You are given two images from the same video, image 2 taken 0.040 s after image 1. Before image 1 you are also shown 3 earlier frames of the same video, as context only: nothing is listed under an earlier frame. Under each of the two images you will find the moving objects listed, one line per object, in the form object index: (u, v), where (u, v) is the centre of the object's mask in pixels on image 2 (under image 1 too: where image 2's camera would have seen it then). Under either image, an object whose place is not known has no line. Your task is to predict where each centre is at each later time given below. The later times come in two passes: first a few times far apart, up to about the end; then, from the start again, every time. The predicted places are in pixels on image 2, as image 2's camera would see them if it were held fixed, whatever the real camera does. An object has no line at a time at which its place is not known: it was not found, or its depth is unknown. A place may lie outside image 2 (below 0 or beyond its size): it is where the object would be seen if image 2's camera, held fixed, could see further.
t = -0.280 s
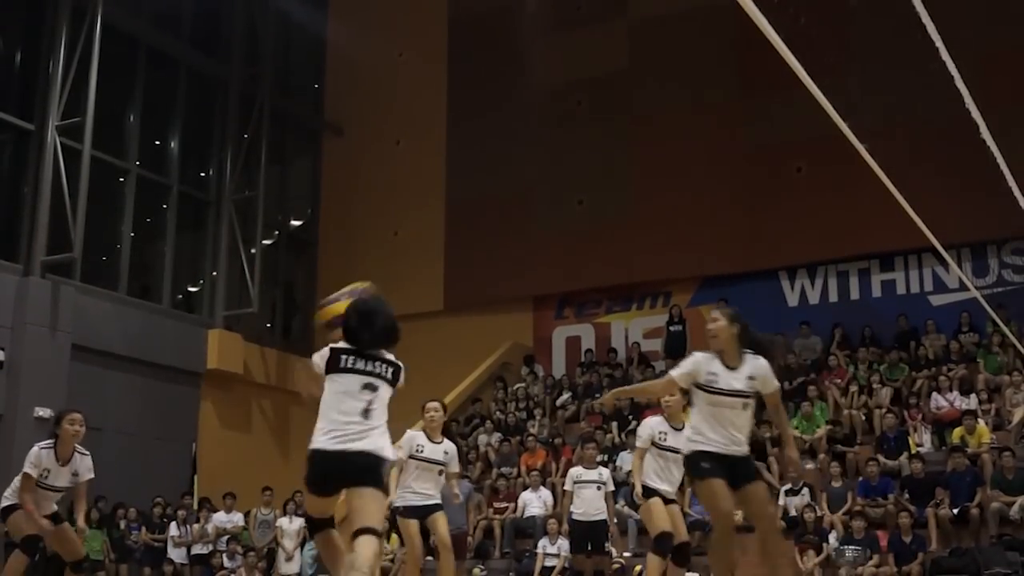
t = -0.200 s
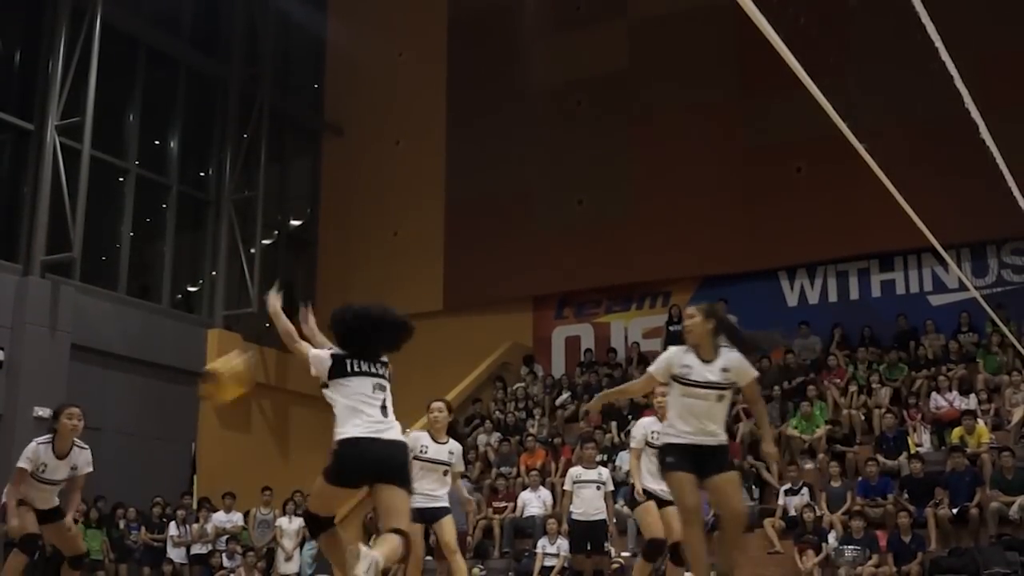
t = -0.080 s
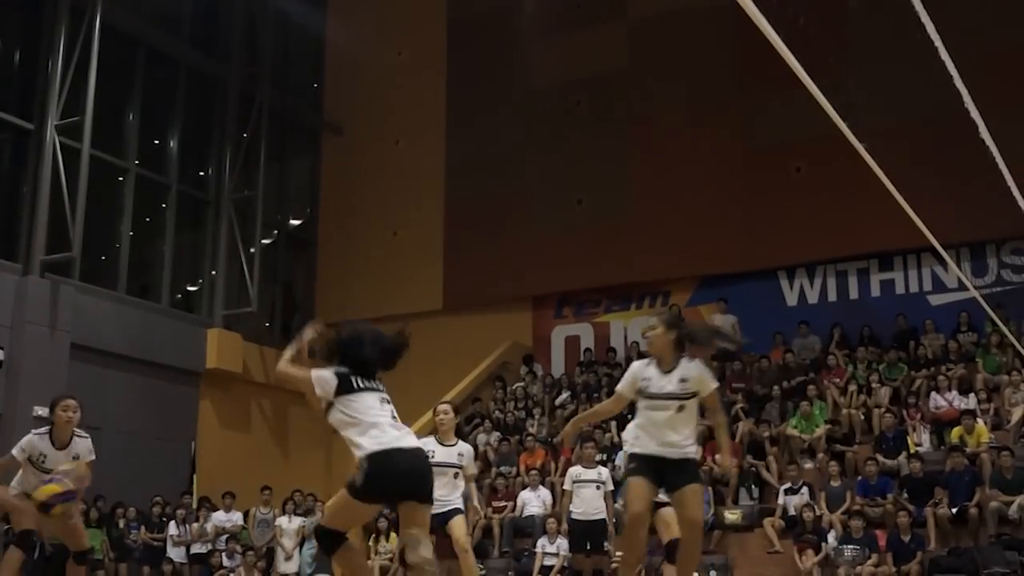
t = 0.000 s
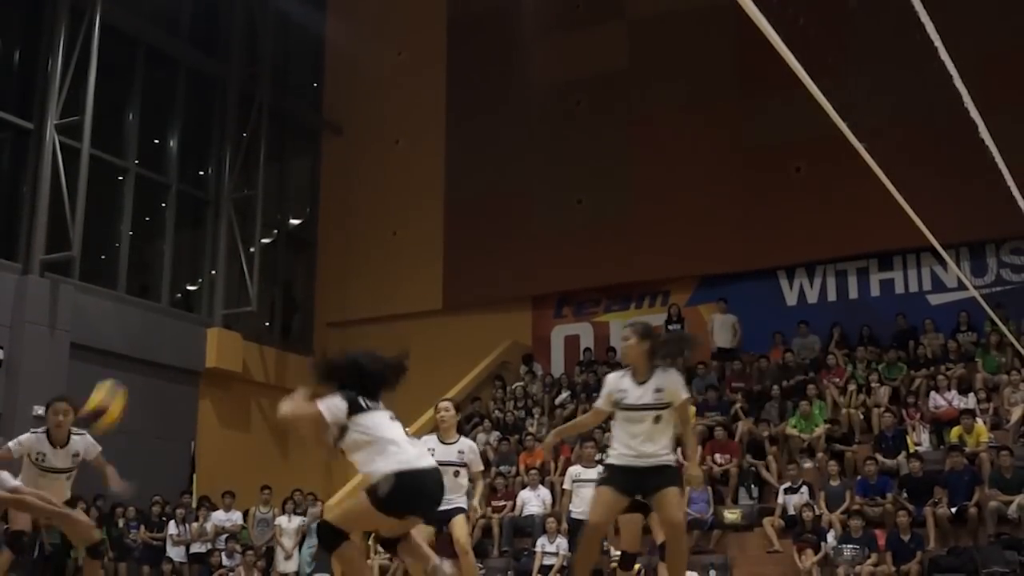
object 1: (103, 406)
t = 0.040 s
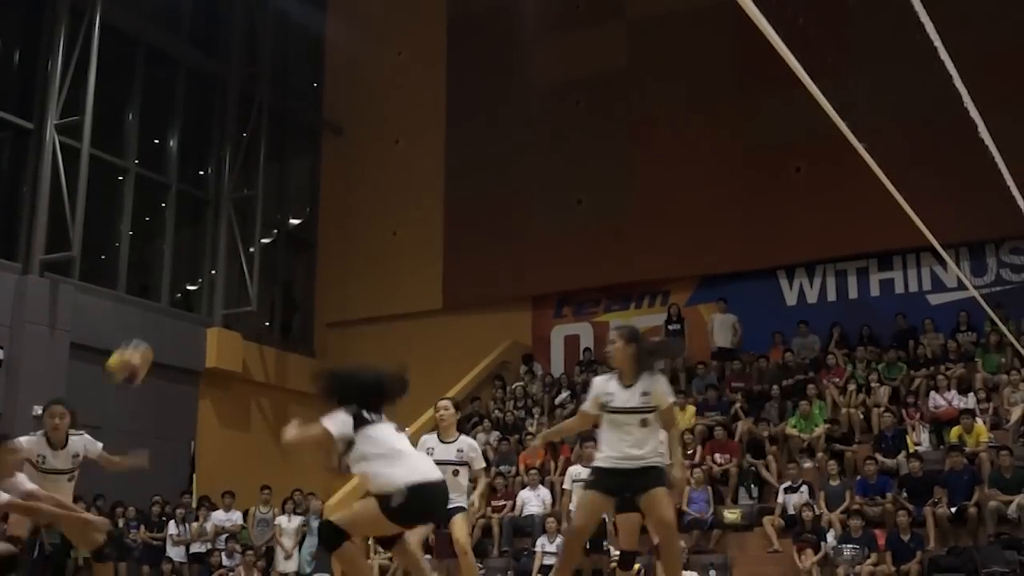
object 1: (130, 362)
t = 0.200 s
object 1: (214, 244)
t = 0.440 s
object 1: (310, 162)
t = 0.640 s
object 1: (369, 164)
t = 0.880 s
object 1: (427, 232)
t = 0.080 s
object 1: (154, 327)
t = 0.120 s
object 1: (176, 295)
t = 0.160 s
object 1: (196, 265)
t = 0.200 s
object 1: (214, 244)
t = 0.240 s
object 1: (234, 222)
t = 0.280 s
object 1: (250, 203)
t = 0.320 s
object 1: (265, 190)
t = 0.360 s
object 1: (282, 178)
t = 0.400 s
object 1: (296, 168)
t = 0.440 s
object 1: (310, 162)
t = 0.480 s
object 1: (323, 158)
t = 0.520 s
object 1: (335, 156)
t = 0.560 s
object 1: (348, 156)
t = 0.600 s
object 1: (358, 160)
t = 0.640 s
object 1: (369, 164)
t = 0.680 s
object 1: (380, 170)
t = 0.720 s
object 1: (388, 179)
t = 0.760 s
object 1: (400, 190)
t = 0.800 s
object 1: (409, 202)
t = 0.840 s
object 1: (417, 215)
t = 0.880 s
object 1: (427, 232)
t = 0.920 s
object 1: (436, 249)
